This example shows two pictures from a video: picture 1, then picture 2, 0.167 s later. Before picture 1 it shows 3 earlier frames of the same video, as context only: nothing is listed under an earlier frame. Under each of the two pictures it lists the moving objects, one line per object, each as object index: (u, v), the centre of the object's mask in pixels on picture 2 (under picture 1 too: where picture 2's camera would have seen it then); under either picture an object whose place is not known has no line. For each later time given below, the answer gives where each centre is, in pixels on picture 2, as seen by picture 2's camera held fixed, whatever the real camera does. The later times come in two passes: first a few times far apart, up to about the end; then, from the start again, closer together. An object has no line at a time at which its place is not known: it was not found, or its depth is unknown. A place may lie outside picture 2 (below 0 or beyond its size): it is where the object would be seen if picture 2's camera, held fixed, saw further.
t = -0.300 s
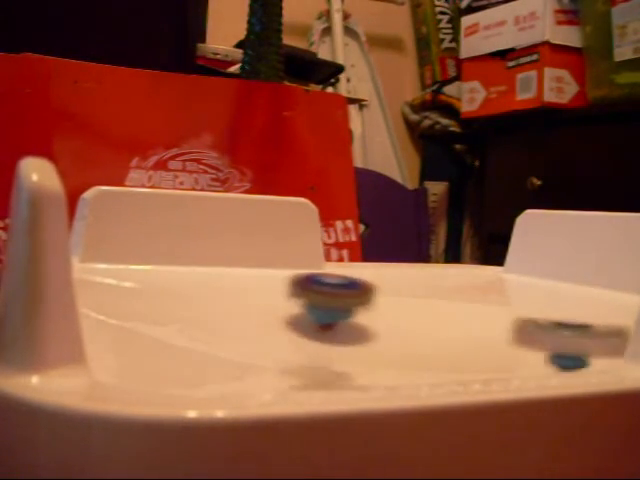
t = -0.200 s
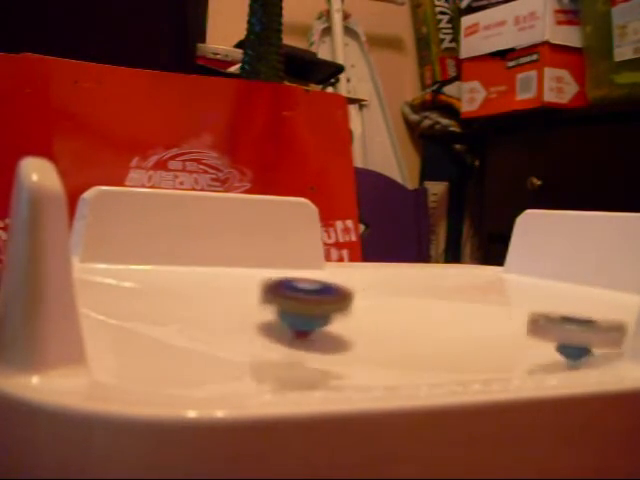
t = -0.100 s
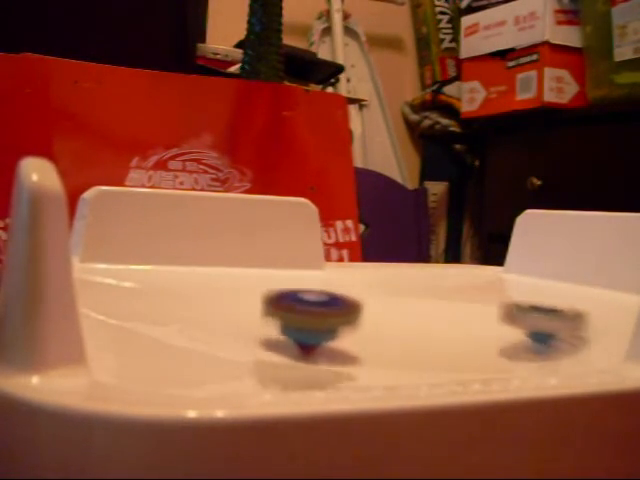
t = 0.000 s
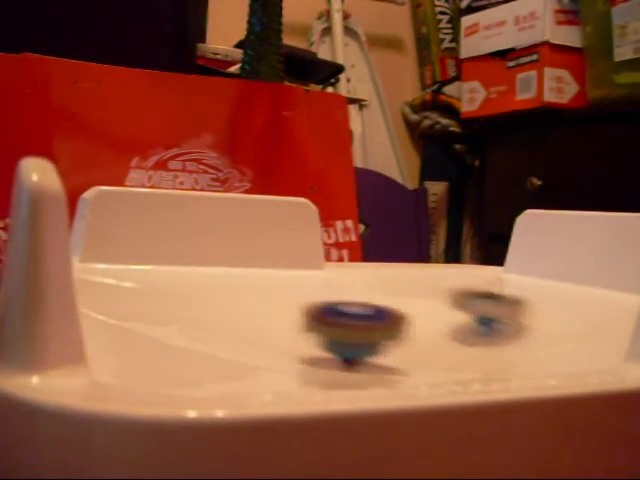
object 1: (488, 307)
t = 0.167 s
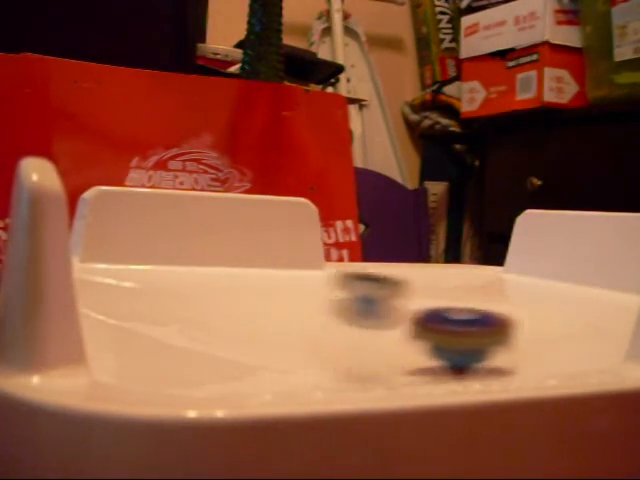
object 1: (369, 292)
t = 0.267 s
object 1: (298, 288)
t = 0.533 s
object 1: (264, 323)
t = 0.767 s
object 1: (497, 348)
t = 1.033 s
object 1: (540, 307)
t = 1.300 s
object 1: (358, 302)
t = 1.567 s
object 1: (333, 338)
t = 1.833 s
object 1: (573, 339)
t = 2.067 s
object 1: (553, 317)
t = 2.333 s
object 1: (354, 318)
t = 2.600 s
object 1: (285, 331)
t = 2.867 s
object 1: (529, 345)
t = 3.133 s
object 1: (486, 324)
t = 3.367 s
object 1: (322, 304)
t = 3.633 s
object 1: (240, 316)
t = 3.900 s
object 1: (471, 350)
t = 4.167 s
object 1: (507, 316)
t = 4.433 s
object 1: (345, 298)
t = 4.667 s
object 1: (296, 324)
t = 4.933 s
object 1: (506, 348)
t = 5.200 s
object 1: (563, 314)
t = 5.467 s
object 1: (387, 314)
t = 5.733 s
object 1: (316, 336)
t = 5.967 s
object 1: (493, 347)
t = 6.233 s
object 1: (540, 331)
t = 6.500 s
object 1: (362, 317)
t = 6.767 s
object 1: (247, 317)
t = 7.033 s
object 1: (432, 350)
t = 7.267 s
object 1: (509, 331)
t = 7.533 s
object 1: (387, 296)
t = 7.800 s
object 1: (276, 313)
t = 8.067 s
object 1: (437, 349)
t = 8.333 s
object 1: (561, 323)
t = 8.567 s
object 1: (450, 301)
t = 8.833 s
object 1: (325, 325)
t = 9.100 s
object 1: (431, 351)
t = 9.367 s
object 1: (565, 334)
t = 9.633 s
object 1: (411, 309)
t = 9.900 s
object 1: (274, 318)
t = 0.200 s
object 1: (344, 289)
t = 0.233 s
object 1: (320, 288)
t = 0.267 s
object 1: (298, 288)
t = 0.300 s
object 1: (277, 288)
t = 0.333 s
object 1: (260, 291)
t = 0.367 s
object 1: (246, 294)
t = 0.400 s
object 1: (236, 298)
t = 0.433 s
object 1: (232, 302)
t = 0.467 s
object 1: (236, 308)
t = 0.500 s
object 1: (247, 315)
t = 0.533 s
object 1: (264, 323)
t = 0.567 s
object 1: (288, 331)
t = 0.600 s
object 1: (320, 337)
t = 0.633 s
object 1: (353, 343)
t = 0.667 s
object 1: (389, 347)
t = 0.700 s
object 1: (424, 349)
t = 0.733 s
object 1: (468, 350)
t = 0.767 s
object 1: (497, 348)
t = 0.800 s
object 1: (522, 345)
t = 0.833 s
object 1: (542, 340)
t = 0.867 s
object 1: (556, 336)
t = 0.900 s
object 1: (564, 331)
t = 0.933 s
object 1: (566, 325)
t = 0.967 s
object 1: (563, 318)
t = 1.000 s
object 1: (554, 313)
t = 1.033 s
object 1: (540, 307)
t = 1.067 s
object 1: (524, 303)
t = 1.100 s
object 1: (505, 301)
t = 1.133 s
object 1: (479, 293)
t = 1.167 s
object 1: (455, 293)
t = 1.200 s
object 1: (428, 298)
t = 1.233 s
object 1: (402, 298)
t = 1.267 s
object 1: (380, 300)
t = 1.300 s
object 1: (358, 302)
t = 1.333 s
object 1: (340, 303)
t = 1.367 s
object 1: (325, 307)
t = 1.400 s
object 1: (314, 311)
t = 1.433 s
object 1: (308, 316)
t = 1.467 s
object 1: (306, 322)
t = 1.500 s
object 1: (310, 328)
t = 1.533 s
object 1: (318, 333)
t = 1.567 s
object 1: (333, 338)
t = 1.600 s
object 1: (353, 342)
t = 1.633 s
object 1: (378, 347)
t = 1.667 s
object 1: (410, 349)
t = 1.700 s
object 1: (441, 349)
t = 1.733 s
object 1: (477, 350)
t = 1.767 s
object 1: (517, 347)
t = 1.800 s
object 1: (550, 344)
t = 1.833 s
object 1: (573, 339)
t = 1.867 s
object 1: (587, 336)
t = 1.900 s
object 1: (595, 331)
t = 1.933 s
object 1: (598, 327)
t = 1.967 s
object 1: (596, 323)
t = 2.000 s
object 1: (588, 320)
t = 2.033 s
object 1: (572, 318)
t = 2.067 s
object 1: (553, 317)
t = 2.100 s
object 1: (529, 315)
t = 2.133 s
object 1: (505, 314)
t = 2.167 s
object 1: (480, 312)
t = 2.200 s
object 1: (452, 309)
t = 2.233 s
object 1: (425, 308)
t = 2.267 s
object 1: (396, 314)
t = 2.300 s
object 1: (376, 318)
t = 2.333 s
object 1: (354, 318)
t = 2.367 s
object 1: (333, 320)
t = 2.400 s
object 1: (314, 321)
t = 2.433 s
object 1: (299, 321)
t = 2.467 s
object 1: (287, 323)
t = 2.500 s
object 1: (278, 325)
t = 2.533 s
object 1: (275, 327)
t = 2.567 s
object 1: (276, 329)
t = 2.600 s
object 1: (285, 331)
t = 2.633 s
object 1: (301, 334)
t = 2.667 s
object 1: (323, 337)
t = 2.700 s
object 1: (363, 338)
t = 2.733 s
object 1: (394, 344)
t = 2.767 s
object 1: (430, 344)
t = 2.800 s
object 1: (473, 346)
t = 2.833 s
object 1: (503, 346)
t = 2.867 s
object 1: (529, 345)
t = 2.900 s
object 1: (546, 344)
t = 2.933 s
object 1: (553, 343)
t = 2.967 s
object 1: (553, 340)
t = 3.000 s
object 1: (547, 338)
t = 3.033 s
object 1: (537, 335)
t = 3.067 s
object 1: (522, 331)
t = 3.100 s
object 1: (505, 328)
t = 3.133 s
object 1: (486, 324)
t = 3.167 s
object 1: (464, 322)
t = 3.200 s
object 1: (442, 318)
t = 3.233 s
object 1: (421, 315)
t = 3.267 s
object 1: (395, 305)
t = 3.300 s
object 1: (367, 301)
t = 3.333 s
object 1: (343, 304)
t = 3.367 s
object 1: (322, 304)
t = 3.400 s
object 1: (301, 302)
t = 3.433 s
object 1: (281, 301)
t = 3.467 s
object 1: (262, 300)
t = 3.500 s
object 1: (248, 301)
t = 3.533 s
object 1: (238, 303)
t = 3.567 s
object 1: (233, 305)
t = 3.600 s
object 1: (233, 310)
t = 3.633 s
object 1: (240, 316)
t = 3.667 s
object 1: (255, 321)
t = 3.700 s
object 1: (278, 329)
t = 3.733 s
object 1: (305, 335)
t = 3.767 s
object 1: (339, 342)
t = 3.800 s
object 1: (376, 348)
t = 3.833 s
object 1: (408, 349)
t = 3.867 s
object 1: (445, 350)
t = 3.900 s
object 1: (471, 350)
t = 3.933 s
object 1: (494, 348)
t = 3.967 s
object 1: (510, 345)
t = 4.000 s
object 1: (520, 340)
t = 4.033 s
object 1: (526, 336)
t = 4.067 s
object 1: (528, 331)
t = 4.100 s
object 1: (524, 326)
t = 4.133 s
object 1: (518, 321)
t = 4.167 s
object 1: (507, 316)
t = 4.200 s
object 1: (493, 311)
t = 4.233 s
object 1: (477, 306)
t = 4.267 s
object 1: (458, 303)
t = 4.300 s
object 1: (437, 296)
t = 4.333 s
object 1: (413, 292)
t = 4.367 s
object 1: (385, 299)
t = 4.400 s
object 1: (366, 298)
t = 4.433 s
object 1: (345, 298)
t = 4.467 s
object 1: (326, 299)
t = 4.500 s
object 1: (310, 300)
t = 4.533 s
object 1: (298, 303)
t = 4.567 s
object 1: (290, 308)
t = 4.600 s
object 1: (287, 313)
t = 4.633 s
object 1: (289, 317)
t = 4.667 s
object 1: (296, 324)
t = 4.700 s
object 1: (308, 330)
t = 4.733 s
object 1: (327, 336)
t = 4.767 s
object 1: (350, 340)
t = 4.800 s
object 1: (376, 345)
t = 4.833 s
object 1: (412, 348)
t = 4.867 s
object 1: (439, 349)
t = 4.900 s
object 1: (477, 350)
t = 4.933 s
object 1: (506, 348)
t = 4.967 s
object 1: (533, 345)
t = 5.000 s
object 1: (556, 340)
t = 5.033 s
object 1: (572, 336)
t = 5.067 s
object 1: (582, 331)
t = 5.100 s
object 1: (585, 326)
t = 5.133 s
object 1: (583, 322)
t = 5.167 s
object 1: (576, 318)
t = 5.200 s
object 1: (563, 314)
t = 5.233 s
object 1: (546, 311)
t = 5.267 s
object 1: (527, 311)
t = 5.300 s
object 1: (506, 315)
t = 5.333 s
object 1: (483, 302)
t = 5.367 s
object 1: (456, 301)
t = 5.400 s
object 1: (429, 303)
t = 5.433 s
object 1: (409, 313)
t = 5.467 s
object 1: (387, 314)
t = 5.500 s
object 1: (367, 316)
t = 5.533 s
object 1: (350, 318)
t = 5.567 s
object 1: (335, 321)
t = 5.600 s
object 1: (324, 323)
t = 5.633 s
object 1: (316, 326)
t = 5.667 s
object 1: (312, 329)
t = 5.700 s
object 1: (312, 333)
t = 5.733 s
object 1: (316, 336)
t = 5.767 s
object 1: (325, 339)
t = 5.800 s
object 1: (341, 342)
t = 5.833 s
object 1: (361, 345)
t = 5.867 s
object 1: (394, 347)
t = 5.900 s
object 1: (428, 348)
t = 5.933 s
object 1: (455, 348)
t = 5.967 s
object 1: (493, 347)
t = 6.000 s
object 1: (522, 346)
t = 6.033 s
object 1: (546, 344)
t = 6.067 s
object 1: (562, 342)
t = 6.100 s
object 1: (570, 340)
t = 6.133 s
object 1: (570, 338)
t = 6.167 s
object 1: (565, 335)
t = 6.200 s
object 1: (554, 333)
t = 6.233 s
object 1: (540, 331)
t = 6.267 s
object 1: (522, 328)
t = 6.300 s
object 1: (501, 325)
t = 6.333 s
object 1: (481, 324)
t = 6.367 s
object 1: (461, 322)
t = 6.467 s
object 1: (382, 309)
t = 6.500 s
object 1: (362, 317)
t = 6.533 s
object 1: (340, 314)
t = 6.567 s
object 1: (319, 313)
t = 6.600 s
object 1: (300, 312)
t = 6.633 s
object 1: (282, 311)
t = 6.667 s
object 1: (268, 310)
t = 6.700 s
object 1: (256, 312)
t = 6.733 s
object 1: (248, 314)
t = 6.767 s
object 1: (247, 317)
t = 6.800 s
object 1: (252, 320)
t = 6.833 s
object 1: (264, 324)
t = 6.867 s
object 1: (282, 330)
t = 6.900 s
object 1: (307, 335)
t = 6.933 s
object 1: (336, 340)
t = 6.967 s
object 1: (378, 346)
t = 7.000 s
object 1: (403, 349)
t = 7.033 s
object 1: (432, 350)
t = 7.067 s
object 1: (465, 350)
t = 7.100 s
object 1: (484, 349)
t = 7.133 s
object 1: (499, 347)
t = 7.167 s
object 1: (508, 345)
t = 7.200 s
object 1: (512, 341)
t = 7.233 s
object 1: (513, 336)
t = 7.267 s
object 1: (509, 331)
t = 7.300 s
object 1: (502, 327)
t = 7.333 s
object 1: (492, 323)
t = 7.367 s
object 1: (480, 318)
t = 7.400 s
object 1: (464, 313)
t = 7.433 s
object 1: (448, 309)
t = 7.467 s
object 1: (429, 306)
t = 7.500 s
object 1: (408, 299)
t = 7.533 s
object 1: (387, 296)
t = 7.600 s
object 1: (343, 299)
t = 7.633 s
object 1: (324, 299)
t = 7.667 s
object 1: (308, 300)
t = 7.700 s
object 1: (294, 301)
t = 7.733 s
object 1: (284, 304)
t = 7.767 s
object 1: (278, 308)
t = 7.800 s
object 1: (276, 313)
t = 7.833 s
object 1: (280, 318)
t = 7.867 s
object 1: (289, 324)
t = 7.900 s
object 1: (304, 331)
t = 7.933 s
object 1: (324, 335)
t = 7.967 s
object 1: (348, 339)
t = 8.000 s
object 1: (377, 344)
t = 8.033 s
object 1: (406, 350)
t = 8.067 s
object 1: (437, 349)
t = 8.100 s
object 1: (468, 349)
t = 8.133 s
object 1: (493, 347)
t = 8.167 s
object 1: (516, 344)
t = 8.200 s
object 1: (535, 340)
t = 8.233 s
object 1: (549, 336)
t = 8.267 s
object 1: (559, 332)
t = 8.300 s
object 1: (562, 328)
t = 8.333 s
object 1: (561, 323)
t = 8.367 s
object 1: (555, 319)
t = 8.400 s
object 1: (544, 316)
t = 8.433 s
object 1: (529, 311)
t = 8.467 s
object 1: (511, 310)
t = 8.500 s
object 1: (492, 308)
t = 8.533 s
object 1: (471, 307)
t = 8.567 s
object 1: (450, 301)
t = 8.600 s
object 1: (426, 300)
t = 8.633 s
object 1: (399, 303)
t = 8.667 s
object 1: (383, 312)
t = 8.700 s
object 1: (368, 314)
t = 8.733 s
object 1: (353, 317)
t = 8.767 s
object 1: (340, 320)
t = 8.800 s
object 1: (331, 322)
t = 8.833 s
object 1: (325, 325)
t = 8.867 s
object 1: (323, 329)
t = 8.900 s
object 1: (324, 333)
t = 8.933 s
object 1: (330, 336)
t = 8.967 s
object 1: (341, 340)
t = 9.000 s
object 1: (357, 343)
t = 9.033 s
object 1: (376, 346)
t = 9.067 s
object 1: (404, 348)
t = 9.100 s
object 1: (431, 351)
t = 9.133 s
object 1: (460, 349)
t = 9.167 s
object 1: (489, 348)
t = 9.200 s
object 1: (519, 347)
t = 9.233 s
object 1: (542, 345)
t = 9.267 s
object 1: (558, 342)
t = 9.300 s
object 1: (566, 340)
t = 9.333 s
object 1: (569, 337)
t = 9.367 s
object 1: (565, 334)
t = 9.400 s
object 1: (556, 332)
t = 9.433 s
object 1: (543, 330)
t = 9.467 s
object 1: (526, 328)
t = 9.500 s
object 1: (508, 326)
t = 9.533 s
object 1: (489, 324)
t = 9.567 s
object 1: (476, 321)
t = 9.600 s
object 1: (444, 309)
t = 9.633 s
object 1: (411, 309)
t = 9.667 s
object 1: (388, 314)
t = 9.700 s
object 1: (373, 319)
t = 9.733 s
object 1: (354, 318)
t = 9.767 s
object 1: (334, 318)
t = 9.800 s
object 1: (315, 318)
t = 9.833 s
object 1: (299, 317)
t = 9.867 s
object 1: (285, 317)
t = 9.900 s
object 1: (274, 318)
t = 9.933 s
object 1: (268, 320)
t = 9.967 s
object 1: (265, 322)
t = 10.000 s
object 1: (269, 325)
